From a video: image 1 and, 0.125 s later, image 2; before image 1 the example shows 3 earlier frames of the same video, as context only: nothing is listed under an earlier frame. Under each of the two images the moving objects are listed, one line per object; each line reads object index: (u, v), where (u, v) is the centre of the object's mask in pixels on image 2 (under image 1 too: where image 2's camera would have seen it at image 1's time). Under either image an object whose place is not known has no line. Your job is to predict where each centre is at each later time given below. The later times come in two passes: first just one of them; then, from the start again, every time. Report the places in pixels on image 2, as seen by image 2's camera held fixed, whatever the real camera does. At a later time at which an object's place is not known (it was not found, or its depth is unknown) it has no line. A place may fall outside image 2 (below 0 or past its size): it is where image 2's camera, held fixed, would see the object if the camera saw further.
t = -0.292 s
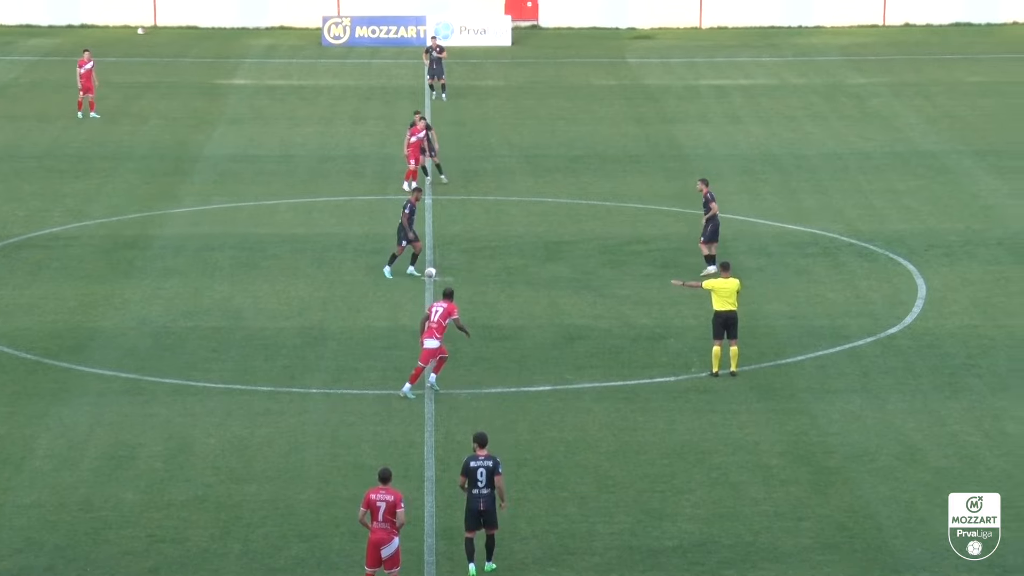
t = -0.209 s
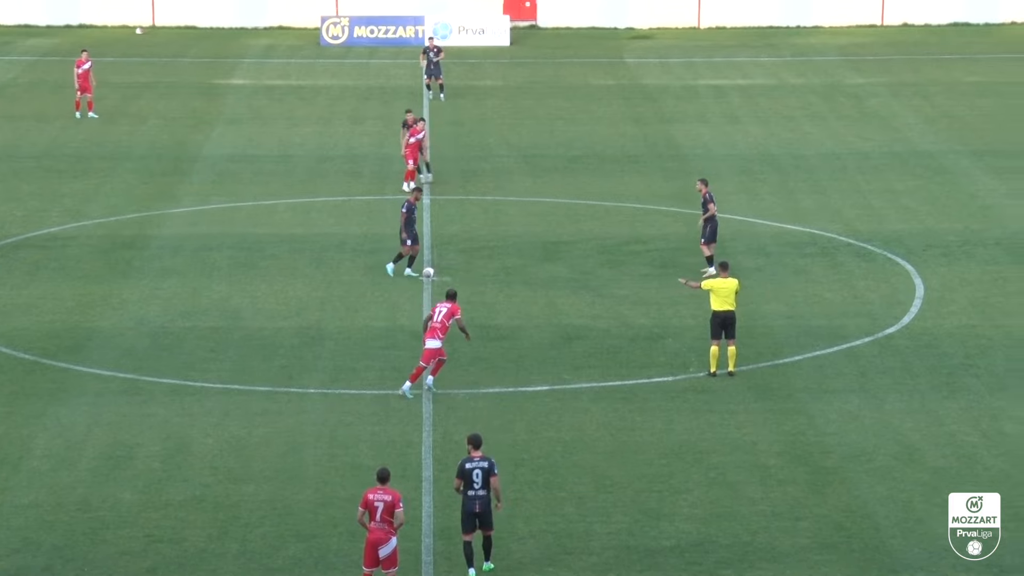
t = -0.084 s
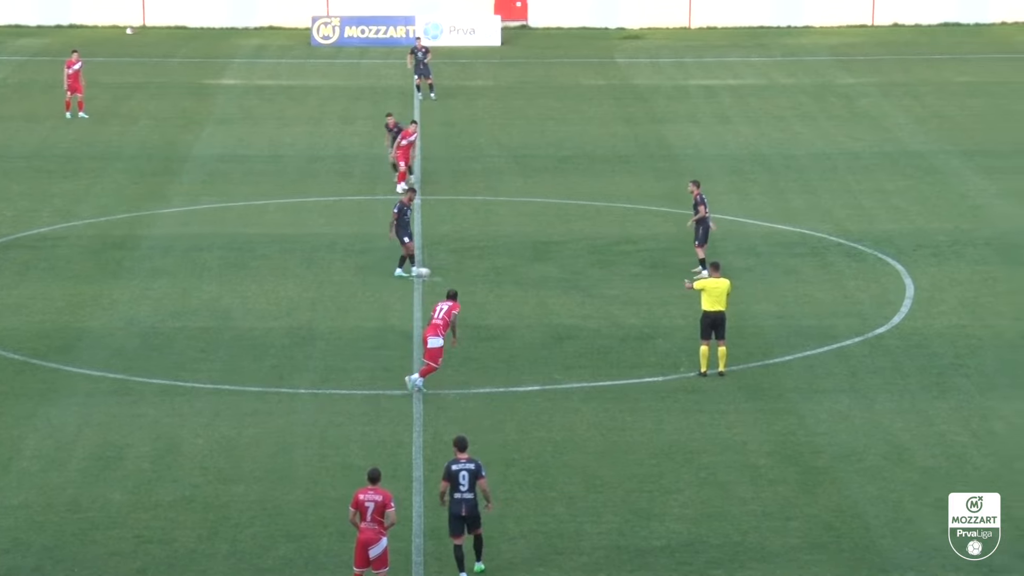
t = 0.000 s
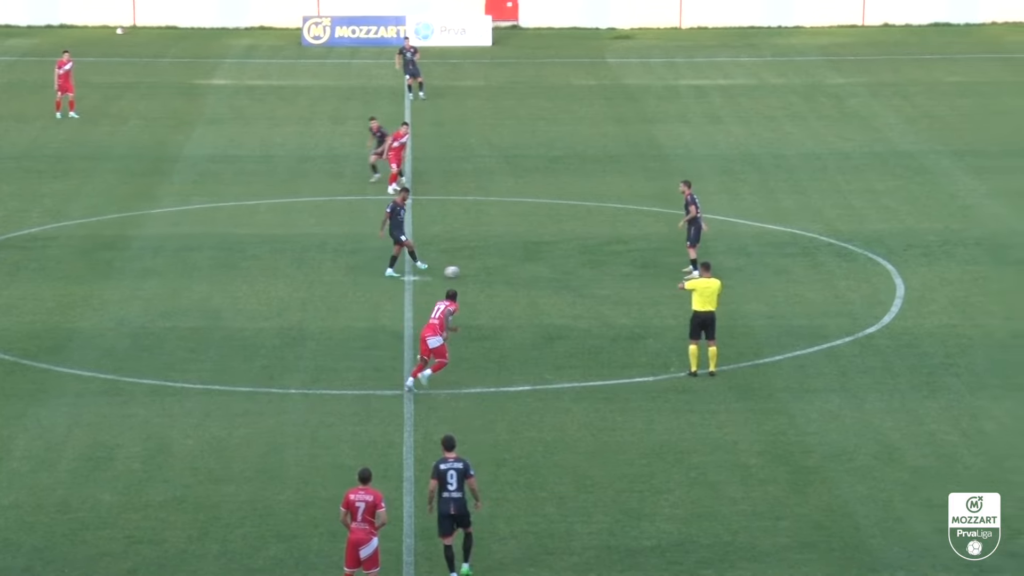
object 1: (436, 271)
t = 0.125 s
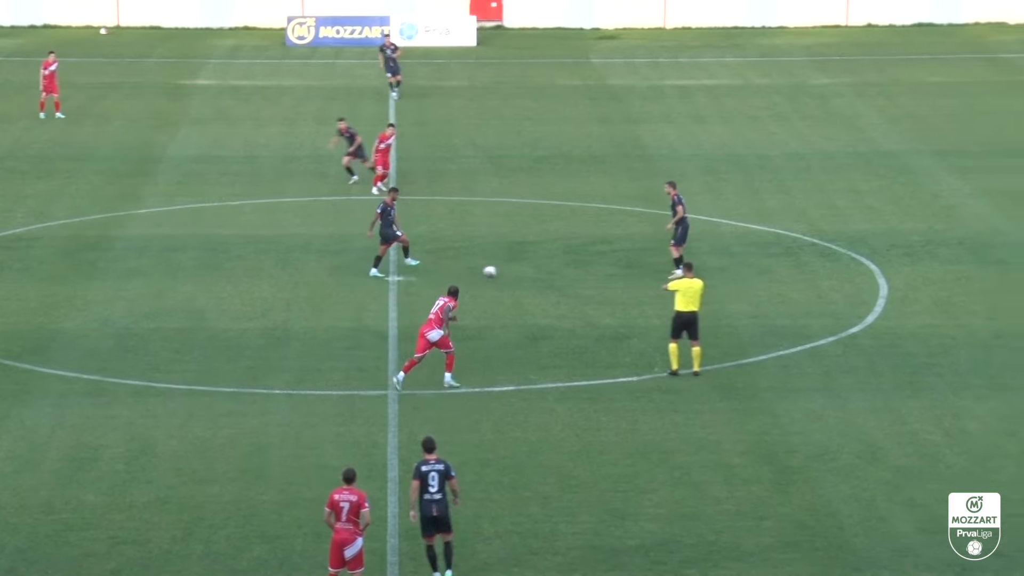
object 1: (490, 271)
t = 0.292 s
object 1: (551, 271)
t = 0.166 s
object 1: (506, 271)
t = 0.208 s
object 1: (522, 271)
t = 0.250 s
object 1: (537, 271)
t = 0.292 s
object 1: (551, 271)
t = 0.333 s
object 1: (566, 271)
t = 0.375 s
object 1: (579, 270)
